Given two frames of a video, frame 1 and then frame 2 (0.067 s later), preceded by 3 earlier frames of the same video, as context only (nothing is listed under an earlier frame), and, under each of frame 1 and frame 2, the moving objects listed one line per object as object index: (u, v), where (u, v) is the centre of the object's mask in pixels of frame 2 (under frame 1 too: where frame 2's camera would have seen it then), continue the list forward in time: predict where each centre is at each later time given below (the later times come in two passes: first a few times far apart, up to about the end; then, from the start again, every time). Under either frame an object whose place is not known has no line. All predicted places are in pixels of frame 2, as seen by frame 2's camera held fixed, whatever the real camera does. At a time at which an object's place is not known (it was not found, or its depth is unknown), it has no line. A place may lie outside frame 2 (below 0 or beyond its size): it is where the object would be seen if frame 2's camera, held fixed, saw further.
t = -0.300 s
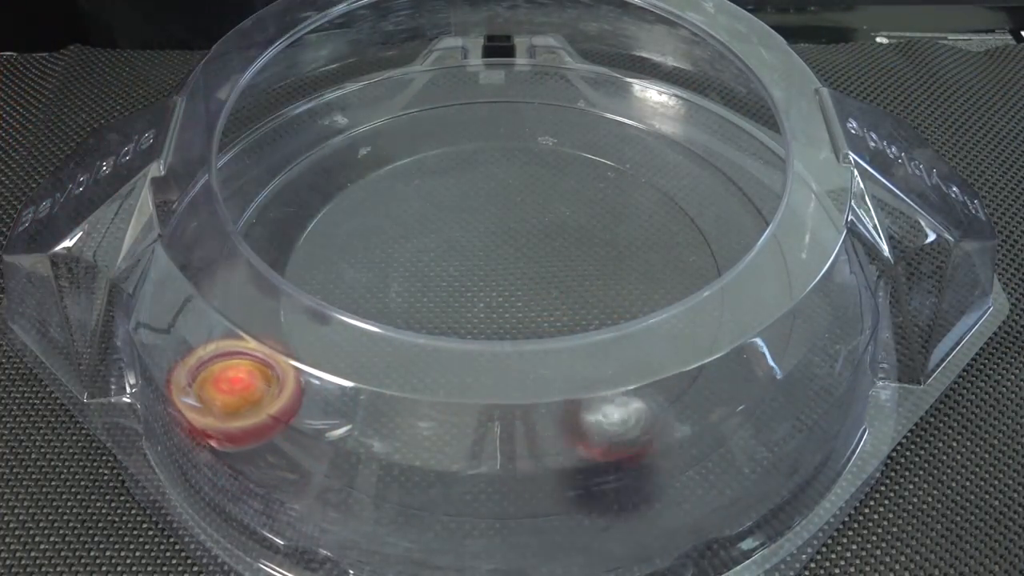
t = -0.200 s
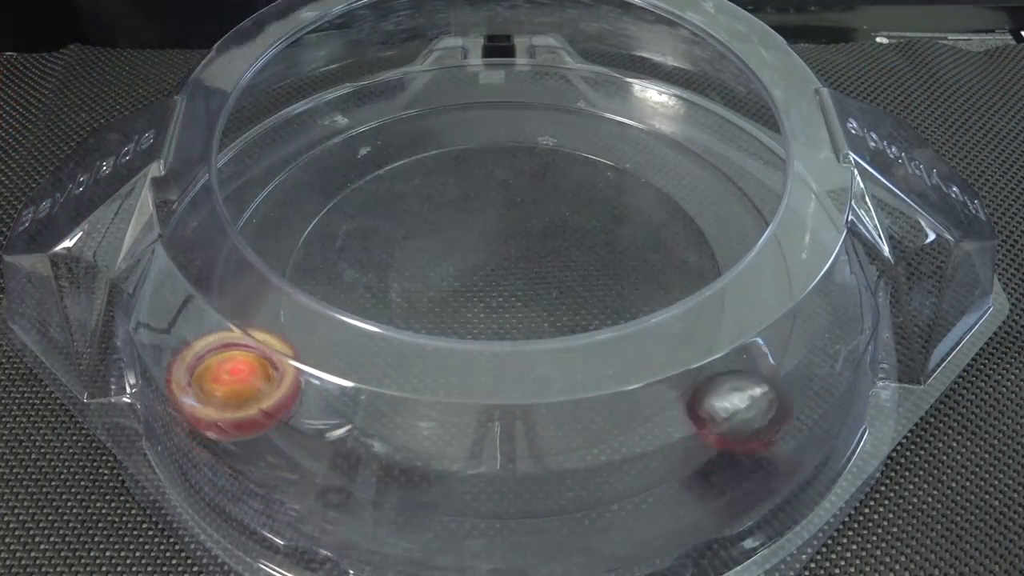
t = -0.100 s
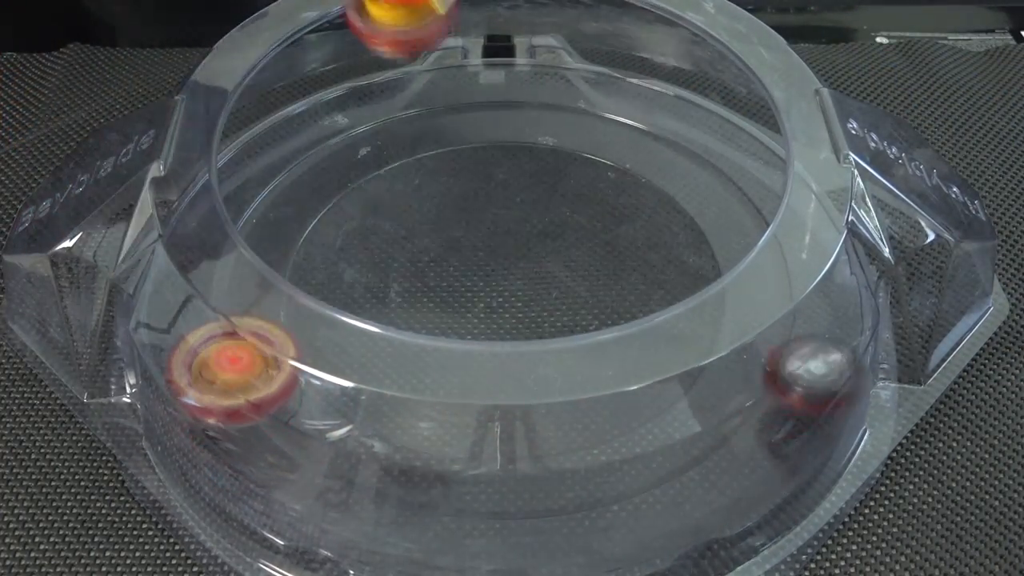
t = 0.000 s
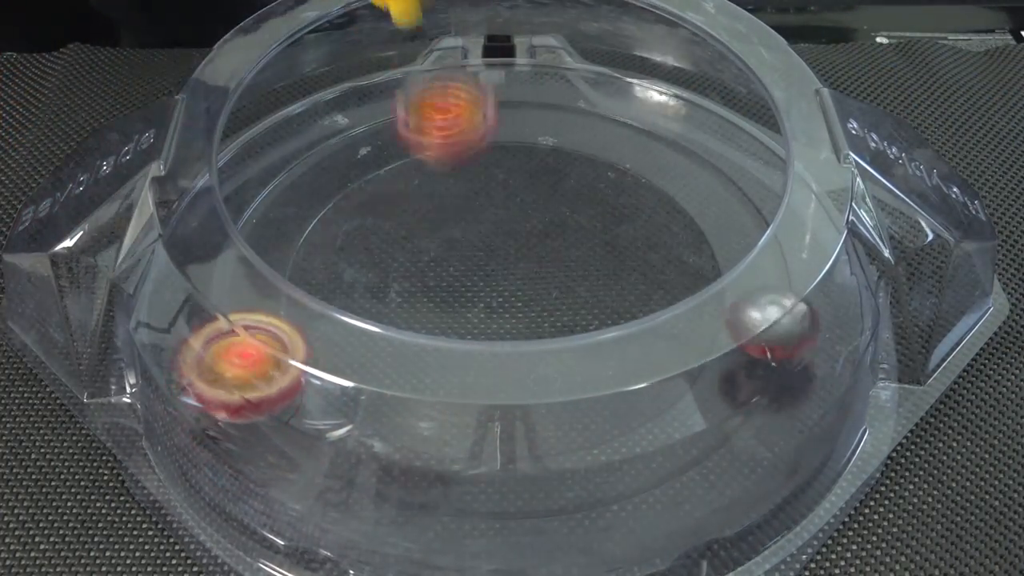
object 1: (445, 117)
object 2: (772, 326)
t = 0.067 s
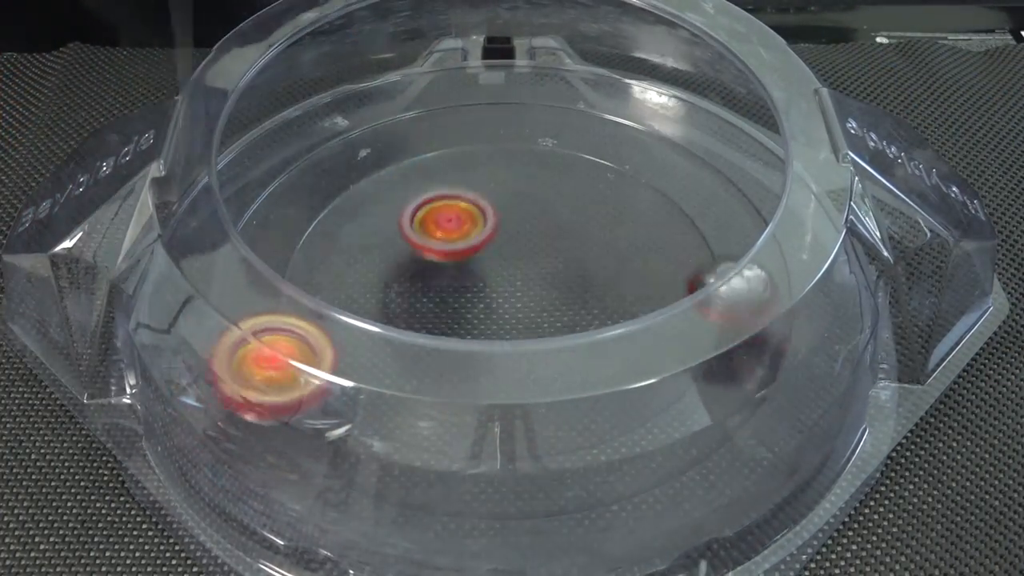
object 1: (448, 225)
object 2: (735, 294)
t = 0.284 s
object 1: (508, 316)
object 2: (526, 205)
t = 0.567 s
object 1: (699, 241)
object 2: (263, 246)
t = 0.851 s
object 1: (665, 115)
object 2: (283, 374)
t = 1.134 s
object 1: (515, 79)
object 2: (472, 416)
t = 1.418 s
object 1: (504, 135)
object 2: (634, 202)
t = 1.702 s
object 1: (449, 382)
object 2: (417, 95)
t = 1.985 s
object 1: (675, 433)
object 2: (314, 179)
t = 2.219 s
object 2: (389, 338)
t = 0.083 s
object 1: (450, 223)
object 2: (724, 284)
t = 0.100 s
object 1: (451, 224)
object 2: (711, 277)
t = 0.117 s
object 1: (453, 229)
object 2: (694, 269)
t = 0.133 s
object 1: (455, 237)
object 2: (685, 265)
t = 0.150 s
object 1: (458, 251)
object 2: (675, 263)
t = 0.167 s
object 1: (460, 268)
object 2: (659, 254)
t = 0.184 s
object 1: (463, 283)
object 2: (643, 248)
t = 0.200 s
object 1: (469, 289)
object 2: (627, 240)
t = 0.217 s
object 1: (474, 297)
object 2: (608, 231)
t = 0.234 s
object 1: (481, 305)
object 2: (589, 224)
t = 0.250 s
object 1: (489, 310)
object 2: (569, 218)
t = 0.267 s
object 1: (499, 313)
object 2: (547, 211)
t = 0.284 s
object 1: (508, 316)
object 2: (526, 205)
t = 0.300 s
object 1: (520, 326)
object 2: (505, 200)
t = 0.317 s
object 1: (532, 329)
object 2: (483, 195)
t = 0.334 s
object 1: (543, 330)
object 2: (461, 192)
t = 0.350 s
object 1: (553, 330)
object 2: (440, 187)
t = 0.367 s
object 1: (564, 331)
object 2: (419, 185)
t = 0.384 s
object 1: (575, 328)
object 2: (400, 185)
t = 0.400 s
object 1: (584, 324)
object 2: (381, 185)
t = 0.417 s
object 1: (594, 319)
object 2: (363, 185)
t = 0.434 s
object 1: (601, 313)
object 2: (348, 189)
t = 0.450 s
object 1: (615, 306)
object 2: (333, 193)
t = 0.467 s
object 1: (631, 300)
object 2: (319, 197)
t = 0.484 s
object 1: (642, 286)
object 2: (307, 203)
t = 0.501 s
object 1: (655, 279)
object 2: (297, 210)
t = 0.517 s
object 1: (666, 270)
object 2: (286, 221)
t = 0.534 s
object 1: (677, 261)
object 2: (279, 228)
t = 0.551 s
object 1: (689, 252)
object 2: (276, 236)
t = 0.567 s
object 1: (699, 241)
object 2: (263, 246)
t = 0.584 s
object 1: (707, 230)
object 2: (254, 256)
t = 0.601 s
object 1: (712, 220)
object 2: (246, 268)
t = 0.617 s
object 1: (714, 209)
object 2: (241, 276)
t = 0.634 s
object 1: (714, 200)
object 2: (234, 286)
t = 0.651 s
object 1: (714, 192)
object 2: (231, 292)
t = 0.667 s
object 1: (714, 184)
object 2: (228, 301)
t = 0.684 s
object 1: (713, 176)
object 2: (225, 308)
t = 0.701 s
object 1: (711, 168)
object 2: (224, 315)
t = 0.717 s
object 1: (710, 161)
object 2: (225, 321)
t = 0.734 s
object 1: (708, 154)
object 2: (229, 328)
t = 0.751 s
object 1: (706, 147)
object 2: (238, 336)
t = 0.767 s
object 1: (703, 138)
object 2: (245, 342)
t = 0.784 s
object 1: (700, 131)
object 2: (251, 349)
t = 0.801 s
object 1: (694, 125)
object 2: (258, 356)
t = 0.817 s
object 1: (685, 121)
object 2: (265, 361)
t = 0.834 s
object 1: (675, 119)
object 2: (274, 368)
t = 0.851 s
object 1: (665, 115)
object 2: (283, 374)
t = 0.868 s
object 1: (654, 112)
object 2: (292, 379)
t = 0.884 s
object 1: (645, 109)
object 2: (302, 385)
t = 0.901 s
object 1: (634, 106)
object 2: (309, 389)
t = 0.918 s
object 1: (623, 103)
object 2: (321, 394)
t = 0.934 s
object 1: (613, 100)
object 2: (331, 398)
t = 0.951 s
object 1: (604, 97)
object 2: (339, 401)
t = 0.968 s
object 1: (594, 95)
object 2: (351, 406)
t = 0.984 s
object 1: (585, 93)
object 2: (362, 409)
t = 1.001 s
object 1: (576, 91)
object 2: (369, 411)
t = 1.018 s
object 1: (567, 88)
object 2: (379, 414)
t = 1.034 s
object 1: (559, 86)
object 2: (390, 417)
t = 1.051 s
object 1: (550, 84)
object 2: (401, 418)
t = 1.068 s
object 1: (543, 83)
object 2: (414, 419)
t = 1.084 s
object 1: (535, 82)
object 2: (425, 421)
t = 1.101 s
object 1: (527, 81)
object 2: (439, 422)
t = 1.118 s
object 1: (520, 80)
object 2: (453, 418)
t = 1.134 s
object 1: (515, 79)
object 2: (472, 416)
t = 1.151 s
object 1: (513, 80)
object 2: (488, 410)
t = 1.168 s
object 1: (513, 81)
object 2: (506, 406)
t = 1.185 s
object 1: (513, 82)
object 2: (525, 399)
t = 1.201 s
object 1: (511, 84)
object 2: (543, 391)
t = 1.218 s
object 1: (511, 85)
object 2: (558, 384)
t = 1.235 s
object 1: (511, 87)
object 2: (577, 374)
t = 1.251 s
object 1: (511, 89)
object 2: (594, 360)
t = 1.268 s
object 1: (511, 91)
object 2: (607, 348)
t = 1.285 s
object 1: (511, 94)
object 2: (618, 334)
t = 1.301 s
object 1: (510, 96)
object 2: (621, 304)
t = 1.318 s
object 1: (510, 100)
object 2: (633, 293)
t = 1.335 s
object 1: (509, 102)
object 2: (640, 283)
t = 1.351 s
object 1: (509, 106)
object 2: (646, 268)
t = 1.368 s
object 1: (509, 111)
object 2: (646, 251)
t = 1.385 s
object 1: (508, 117)
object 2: (644, 234)
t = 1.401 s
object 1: (506, 126)
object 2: (641, 218)
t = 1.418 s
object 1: (504, 135)
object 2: (634, 202)
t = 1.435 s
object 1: (501, 145)
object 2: (627, 188)
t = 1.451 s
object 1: (496, 156)
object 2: (617, 174)
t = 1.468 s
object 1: (491, 169)
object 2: (608, 163)
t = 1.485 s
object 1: (485, 182)
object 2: (595, 150)
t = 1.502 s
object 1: (478, 197)
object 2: (583, 141)
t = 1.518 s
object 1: (471, 213)
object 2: (570, 132)
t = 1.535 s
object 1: (463, 231)
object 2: (554, 125)
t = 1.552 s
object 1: (454, 248)
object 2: (539, 119)
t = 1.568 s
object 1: (447, 266)
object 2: (523, 116)
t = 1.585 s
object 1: (442, 282)
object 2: (508, 112)
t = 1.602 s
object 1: (438, 295)
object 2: (493, 109)
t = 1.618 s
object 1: (435, 311)
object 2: (479, 106)
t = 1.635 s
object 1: (435, 325)
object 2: (465, 104)
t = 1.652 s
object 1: (437, 341)
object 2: (452, 100)
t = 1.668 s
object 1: (438, 355)
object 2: (440, 99)
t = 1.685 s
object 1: (444, 370)
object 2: (428, 98)
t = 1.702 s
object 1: (449, 382)
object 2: (417, 95)
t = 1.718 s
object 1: (457, 392)
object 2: (407, 95)
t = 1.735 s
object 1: (468, 401)
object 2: (398, 95)
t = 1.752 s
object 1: (479, 410)
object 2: (389, 97)
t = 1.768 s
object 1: (493, 417)
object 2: (381, 100)
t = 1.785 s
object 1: (508, 422)
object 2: (373, 106)
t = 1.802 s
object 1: (522, 425)
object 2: (365, 113)
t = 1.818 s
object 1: (538, 432)
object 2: (359, 120)
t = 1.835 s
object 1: (553, 435)
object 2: (353, 125)
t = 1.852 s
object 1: (569, 441)
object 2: (348, 131)
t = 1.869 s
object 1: (586, 444)
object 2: (343, 137)
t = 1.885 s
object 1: (601, 446)
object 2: (339, 143)
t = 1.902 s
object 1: (616, 448)
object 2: (333, 149)
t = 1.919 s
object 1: (631, 449)
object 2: (329, 154)
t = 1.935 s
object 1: (645, 449)
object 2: (325, 161)
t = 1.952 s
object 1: (657, 443)
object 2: (322, 167)
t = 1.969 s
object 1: (667, 437)
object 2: (317, 173)
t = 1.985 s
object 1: (675, 433)
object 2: (314, 179)
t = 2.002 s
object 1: (682, 426)
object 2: (311, 185)
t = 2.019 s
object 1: (688, 420)
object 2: (309, 192)
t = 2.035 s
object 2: (309, 199)
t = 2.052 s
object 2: (309, 210)
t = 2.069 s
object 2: (311, 221)
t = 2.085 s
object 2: (314, 233)
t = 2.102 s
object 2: (318, 244)
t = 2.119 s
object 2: (322, 257)
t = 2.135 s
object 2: (331, 270)
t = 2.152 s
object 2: (342, 282)
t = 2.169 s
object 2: (354, 291)
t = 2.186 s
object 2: (368, 302)
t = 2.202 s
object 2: (375, 324)
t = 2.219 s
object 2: (389, 338)
